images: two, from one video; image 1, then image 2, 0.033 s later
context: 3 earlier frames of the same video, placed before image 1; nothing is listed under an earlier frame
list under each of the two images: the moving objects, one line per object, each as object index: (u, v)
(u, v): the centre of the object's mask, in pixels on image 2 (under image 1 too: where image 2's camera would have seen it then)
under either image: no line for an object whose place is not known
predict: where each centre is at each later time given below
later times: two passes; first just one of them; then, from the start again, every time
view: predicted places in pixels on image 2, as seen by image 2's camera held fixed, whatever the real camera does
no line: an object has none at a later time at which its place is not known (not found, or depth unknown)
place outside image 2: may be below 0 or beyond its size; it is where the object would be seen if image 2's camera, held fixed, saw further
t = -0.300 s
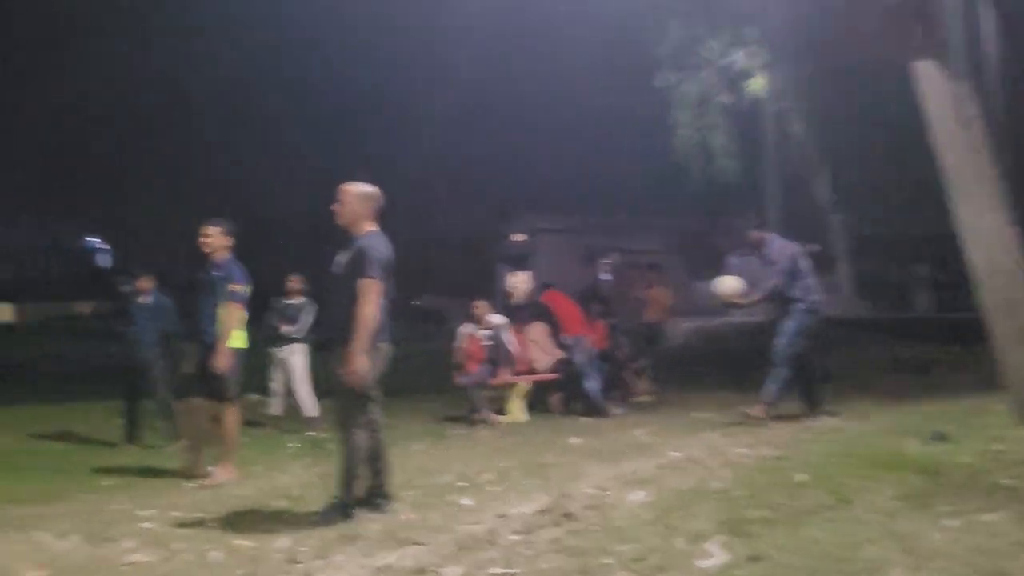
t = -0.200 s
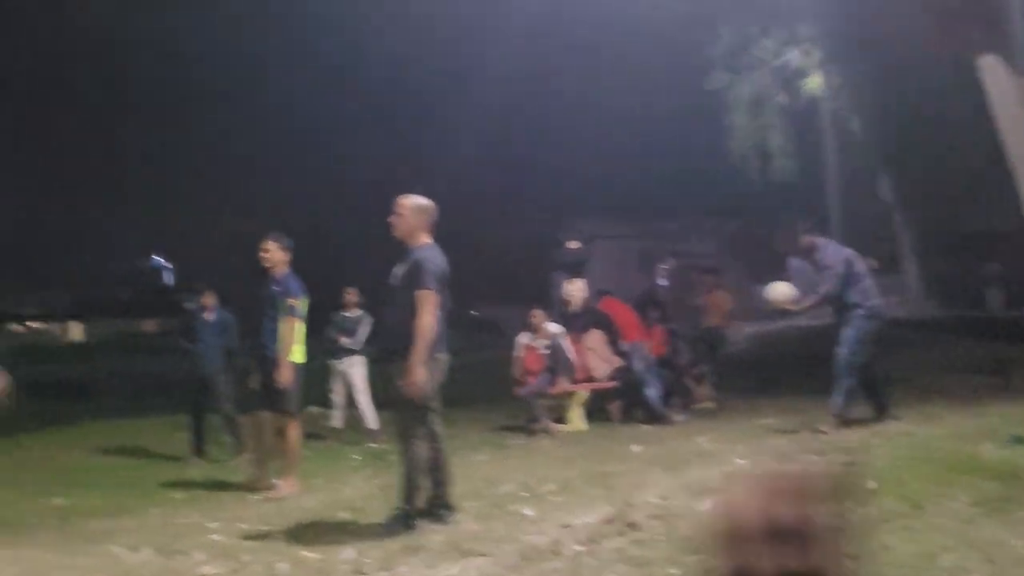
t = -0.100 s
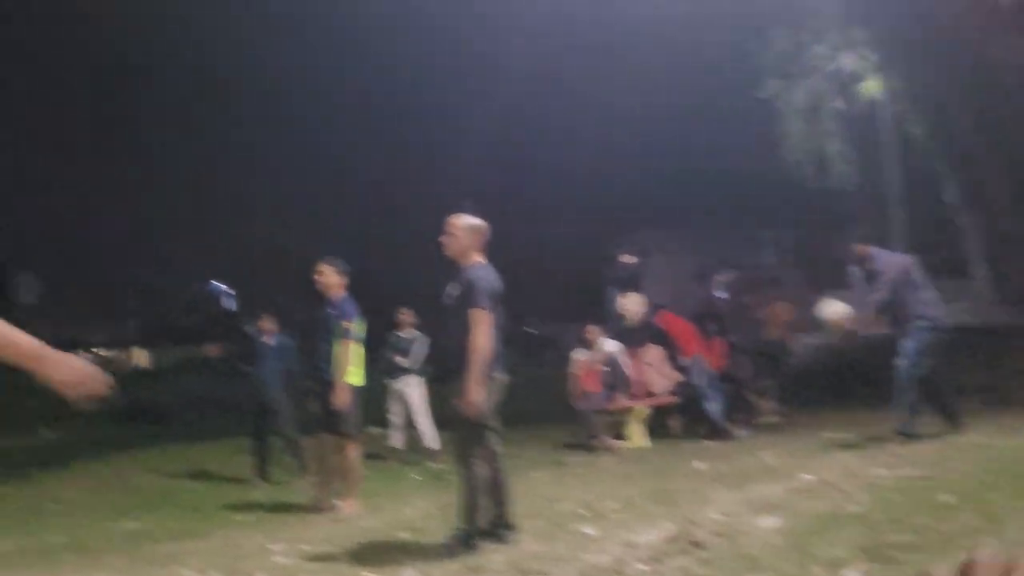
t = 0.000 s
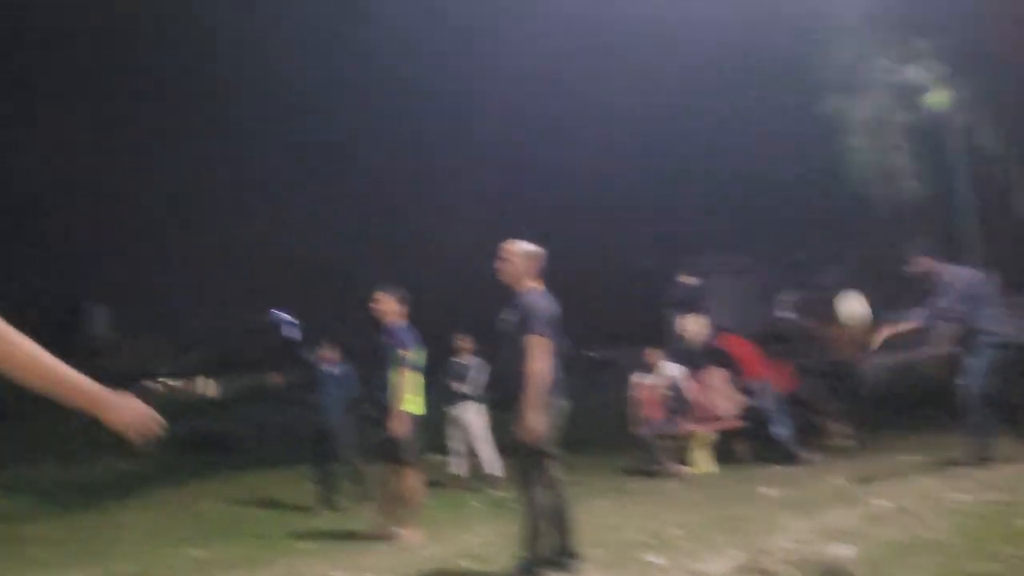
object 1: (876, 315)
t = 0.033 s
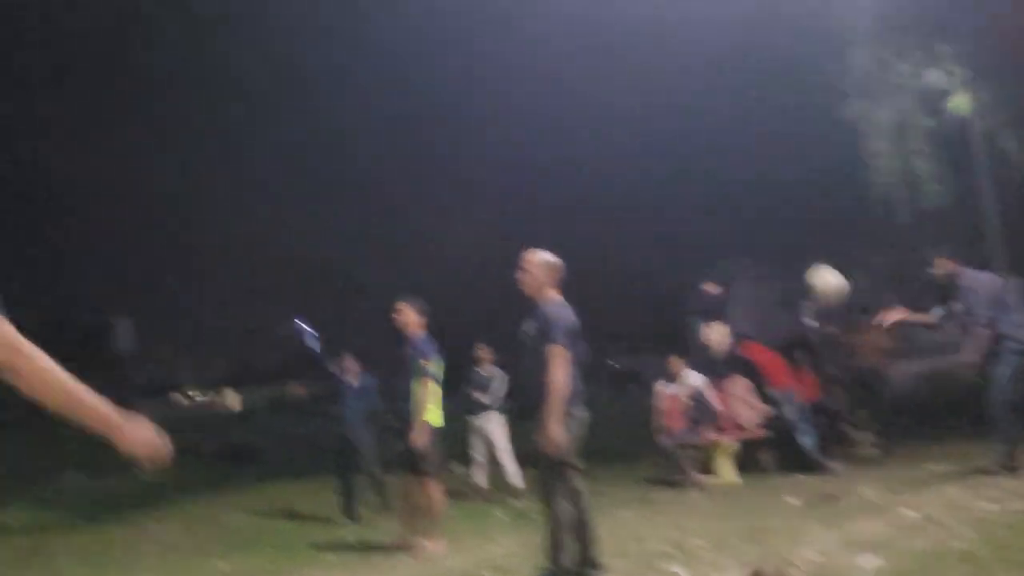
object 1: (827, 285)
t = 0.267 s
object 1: (438, 81)
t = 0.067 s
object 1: (777, 253)
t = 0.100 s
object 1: (725, 222)
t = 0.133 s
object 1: (671, 192)
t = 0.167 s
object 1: (615, 162)
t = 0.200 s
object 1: (559, 135)
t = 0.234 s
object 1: (499, 107)
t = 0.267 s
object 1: (438, 81)
